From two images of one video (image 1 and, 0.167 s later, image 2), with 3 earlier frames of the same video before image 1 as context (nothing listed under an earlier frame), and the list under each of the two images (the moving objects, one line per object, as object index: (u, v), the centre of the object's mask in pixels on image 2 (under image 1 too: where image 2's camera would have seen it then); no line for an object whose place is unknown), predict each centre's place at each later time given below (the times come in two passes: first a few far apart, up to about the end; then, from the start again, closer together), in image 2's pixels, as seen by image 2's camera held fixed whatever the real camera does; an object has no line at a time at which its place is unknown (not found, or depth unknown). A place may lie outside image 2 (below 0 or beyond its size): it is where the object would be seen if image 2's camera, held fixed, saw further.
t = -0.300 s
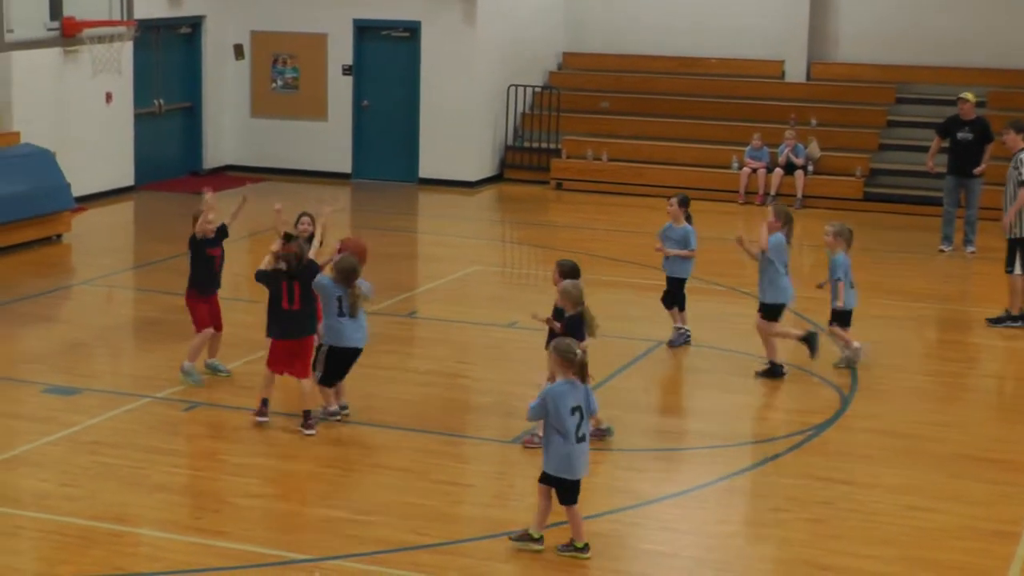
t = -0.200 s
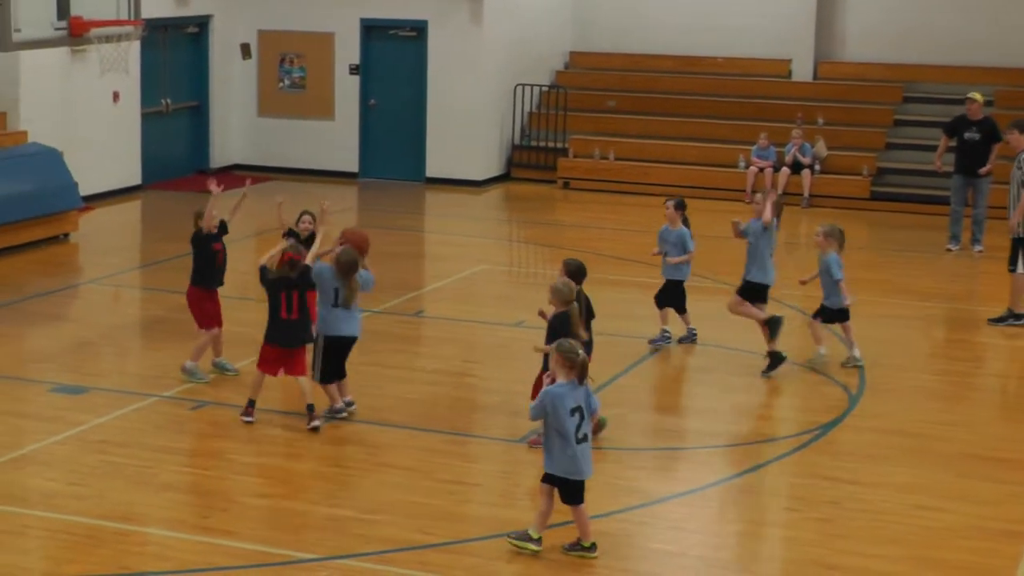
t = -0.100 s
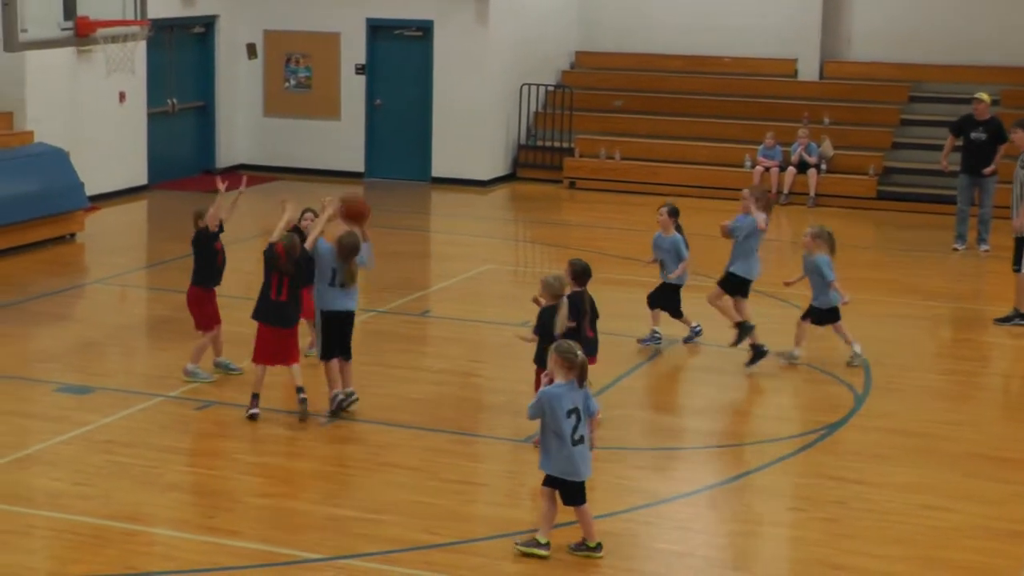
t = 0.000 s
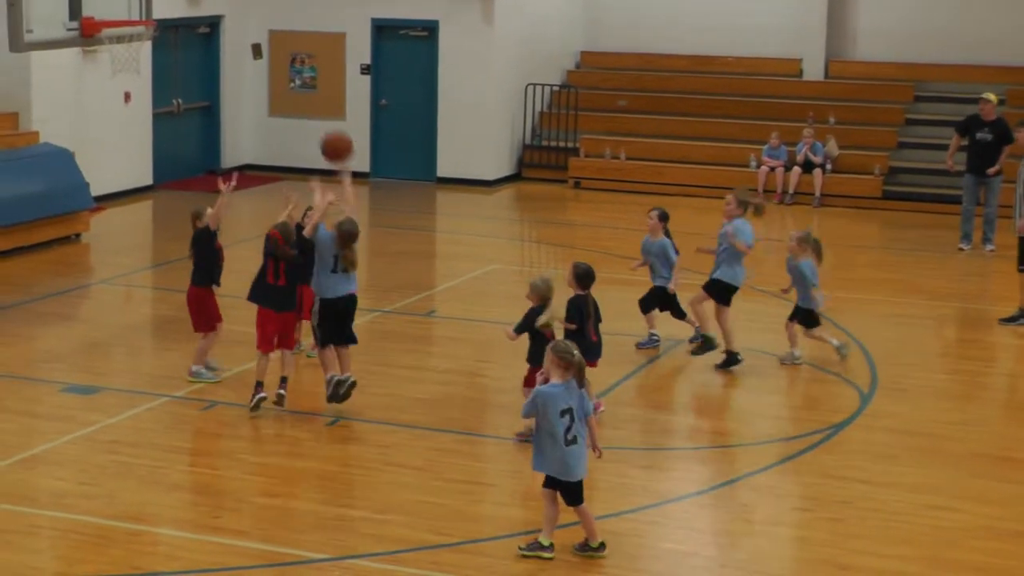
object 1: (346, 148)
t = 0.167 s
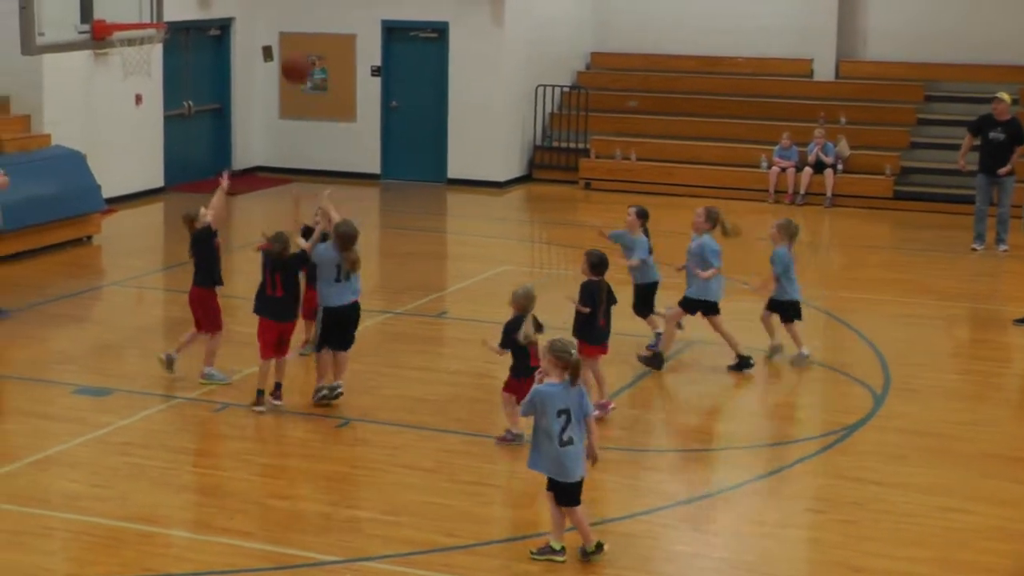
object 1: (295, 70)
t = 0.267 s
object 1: (267, 38)
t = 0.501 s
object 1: (209, 21)
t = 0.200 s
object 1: (286, 58)
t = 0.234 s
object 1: (276, 47)
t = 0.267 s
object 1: (267, 38)
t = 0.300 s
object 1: (258, 31)
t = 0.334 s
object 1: (249, 26)
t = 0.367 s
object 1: (241, 23)
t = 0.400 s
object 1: (233, 20)
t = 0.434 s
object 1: (224, 20)
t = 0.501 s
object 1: (209, 21)
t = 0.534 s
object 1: (201, 24)
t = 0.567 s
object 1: (193, 30)
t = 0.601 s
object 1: (184, 35)
